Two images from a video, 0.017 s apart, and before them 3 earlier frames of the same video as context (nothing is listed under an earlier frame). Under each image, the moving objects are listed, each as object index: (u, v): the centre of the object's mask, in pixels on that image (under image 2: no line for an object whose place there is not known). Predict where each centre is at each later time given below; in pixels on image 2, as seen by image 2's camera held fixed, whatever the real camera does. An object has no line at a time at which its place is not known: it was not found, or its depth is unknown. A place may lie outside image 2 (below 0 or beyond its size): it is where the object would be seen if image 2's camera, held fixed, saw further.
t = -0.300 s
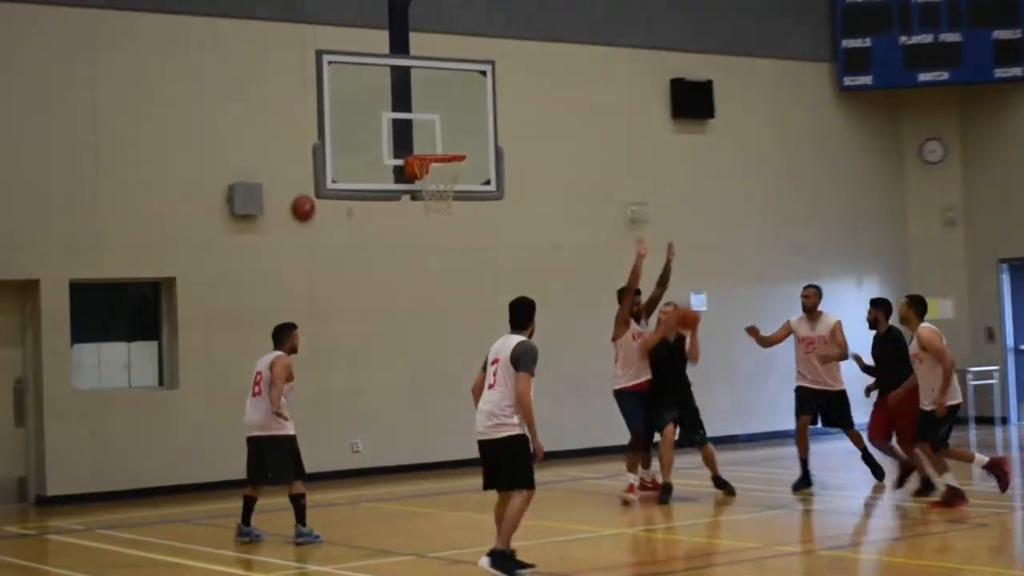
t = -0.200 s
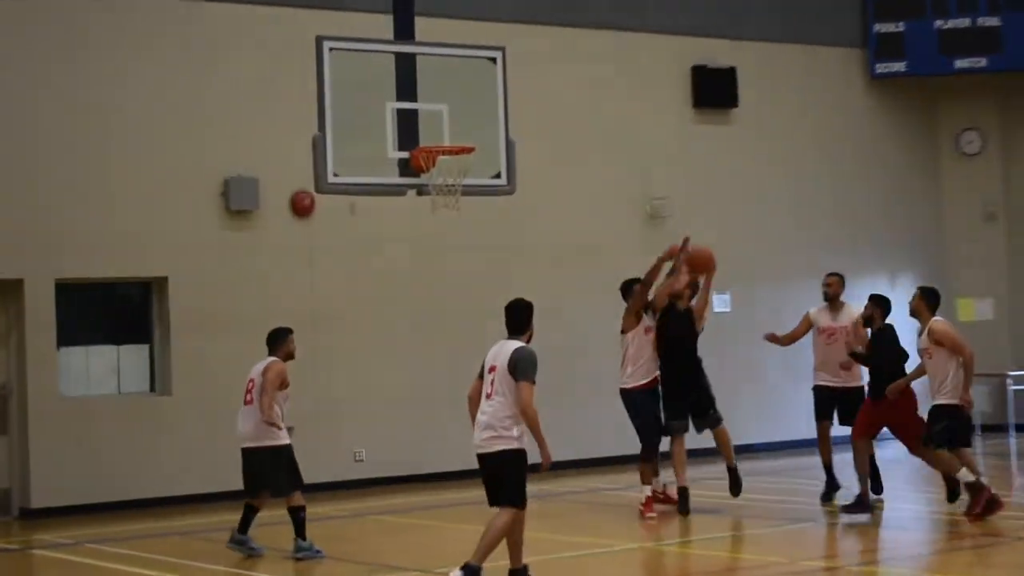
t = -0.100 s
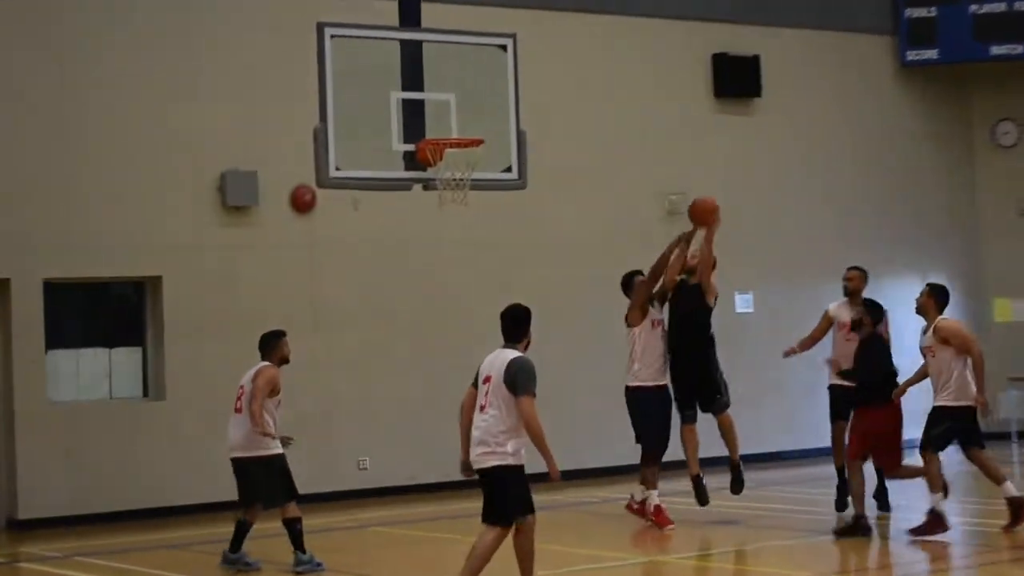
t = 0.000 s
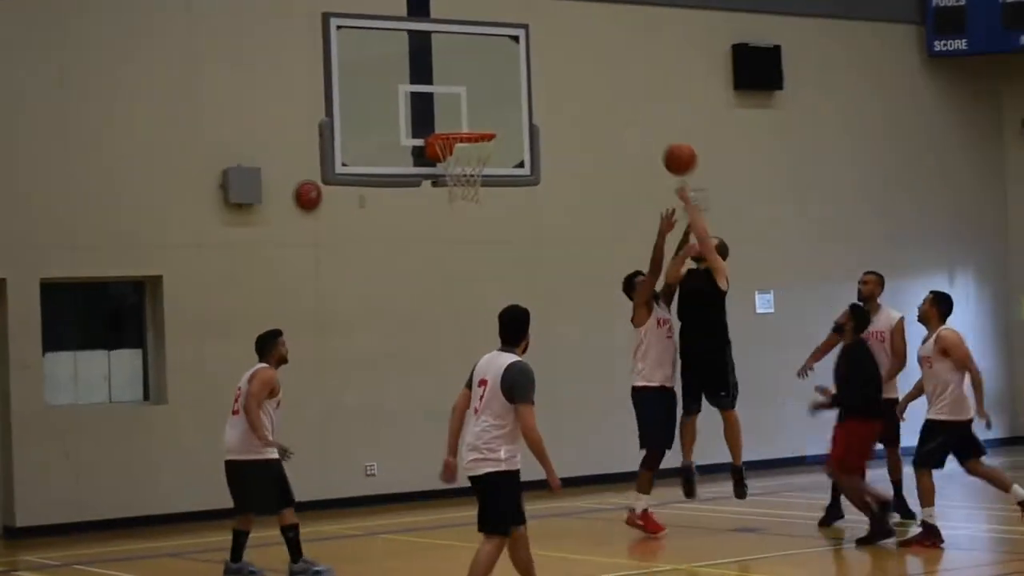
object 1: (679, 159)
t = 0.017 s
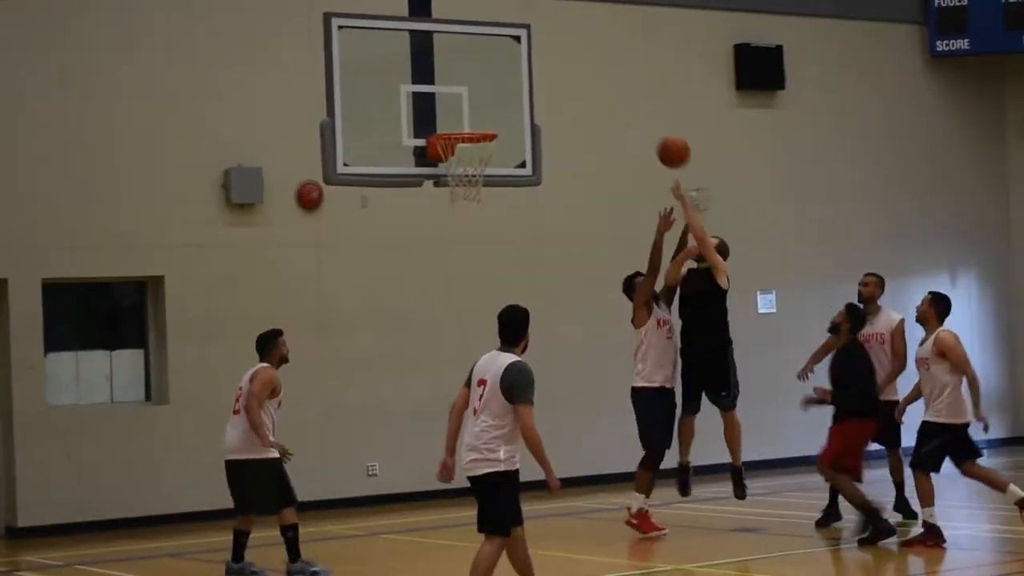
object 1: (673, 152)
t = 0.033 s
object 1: (665, 145)
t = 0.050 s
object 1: (657, 139)
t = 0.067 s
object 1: (649, 132)
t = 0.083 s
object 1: (641, 126)
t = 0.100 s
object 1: (633, 121)
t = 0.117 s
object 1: (626, 116)
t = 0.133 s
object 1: (618, 111)
